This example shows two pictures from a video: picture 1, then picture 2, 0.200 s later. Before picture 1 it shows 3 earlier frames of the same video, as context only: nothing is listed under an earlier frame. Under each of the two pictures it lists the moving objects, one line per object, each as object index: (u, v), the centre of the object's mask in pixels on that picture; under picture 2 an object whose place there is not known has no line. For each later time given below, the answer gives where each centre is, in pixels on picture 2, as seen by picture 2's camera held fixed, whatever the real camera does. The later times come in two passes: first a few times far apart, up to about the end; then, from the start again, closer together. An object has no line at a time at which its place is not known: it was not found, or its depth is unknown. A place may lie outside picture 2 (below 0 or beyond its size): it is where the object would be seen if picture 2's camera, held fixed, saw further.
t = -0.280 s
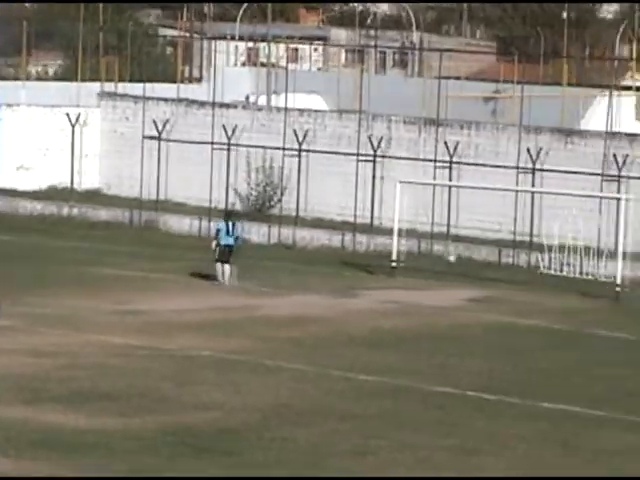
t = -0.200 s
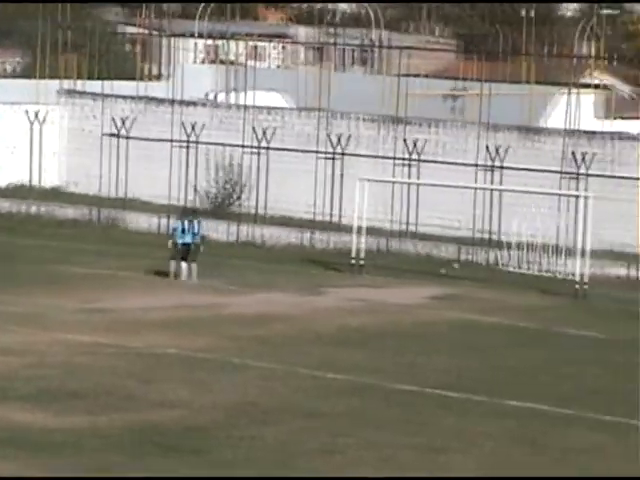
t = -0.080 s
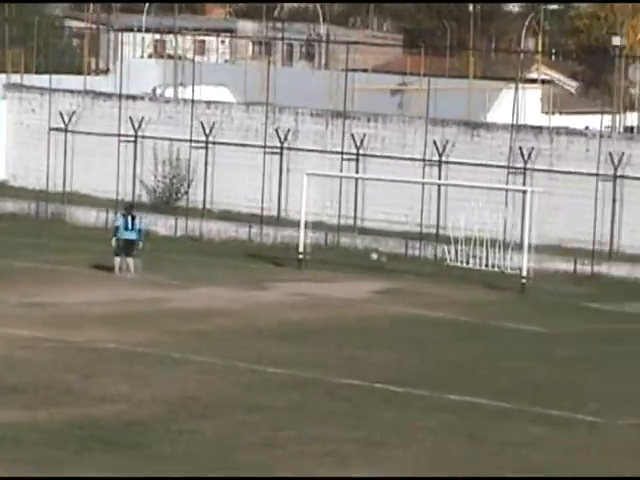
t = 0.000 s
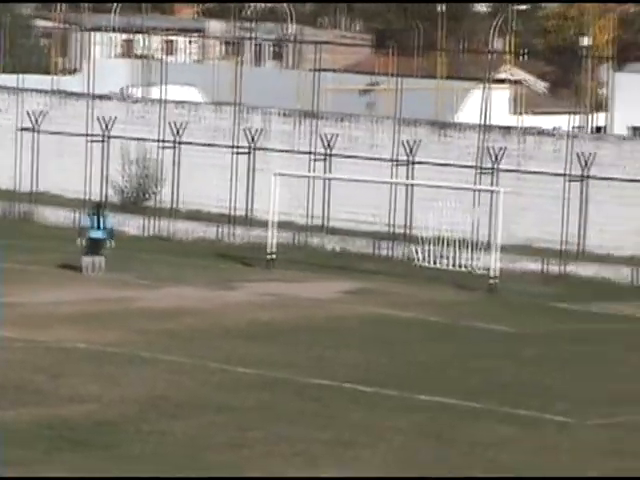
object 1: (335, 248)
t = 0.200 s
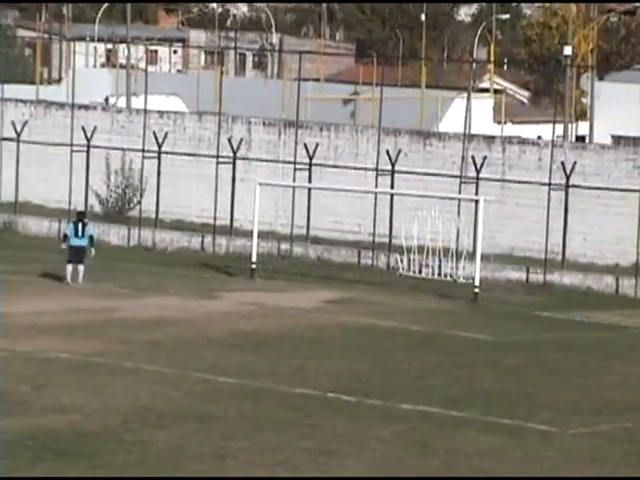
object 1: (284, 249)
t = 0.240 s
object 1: (277, 248)
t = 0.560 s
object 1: (225, 269)
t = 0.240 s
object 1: (277, 248)
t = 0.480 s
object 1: (238, 260)
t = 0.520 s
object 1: (232, 264)
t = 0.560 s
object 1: (225, 269)
